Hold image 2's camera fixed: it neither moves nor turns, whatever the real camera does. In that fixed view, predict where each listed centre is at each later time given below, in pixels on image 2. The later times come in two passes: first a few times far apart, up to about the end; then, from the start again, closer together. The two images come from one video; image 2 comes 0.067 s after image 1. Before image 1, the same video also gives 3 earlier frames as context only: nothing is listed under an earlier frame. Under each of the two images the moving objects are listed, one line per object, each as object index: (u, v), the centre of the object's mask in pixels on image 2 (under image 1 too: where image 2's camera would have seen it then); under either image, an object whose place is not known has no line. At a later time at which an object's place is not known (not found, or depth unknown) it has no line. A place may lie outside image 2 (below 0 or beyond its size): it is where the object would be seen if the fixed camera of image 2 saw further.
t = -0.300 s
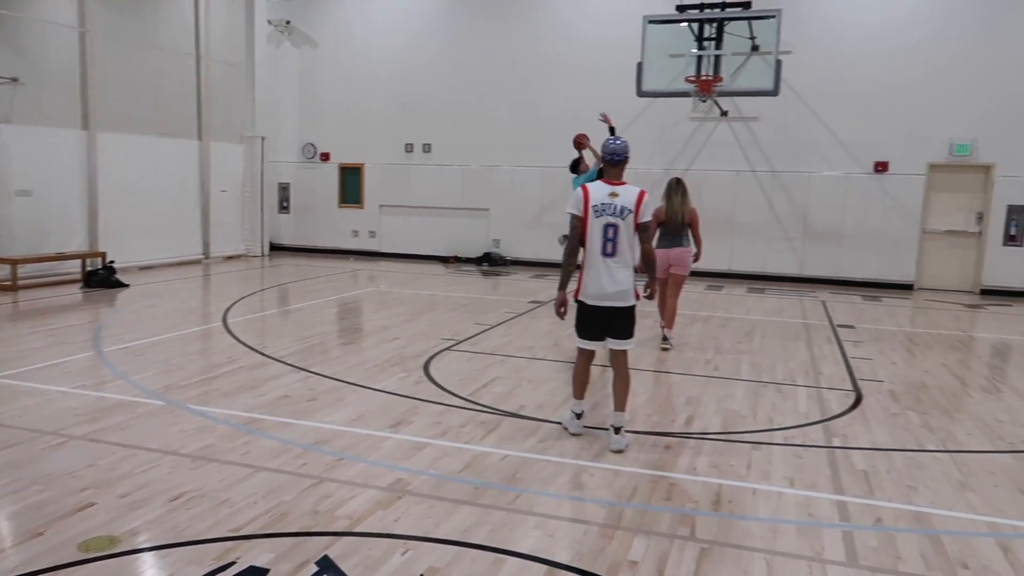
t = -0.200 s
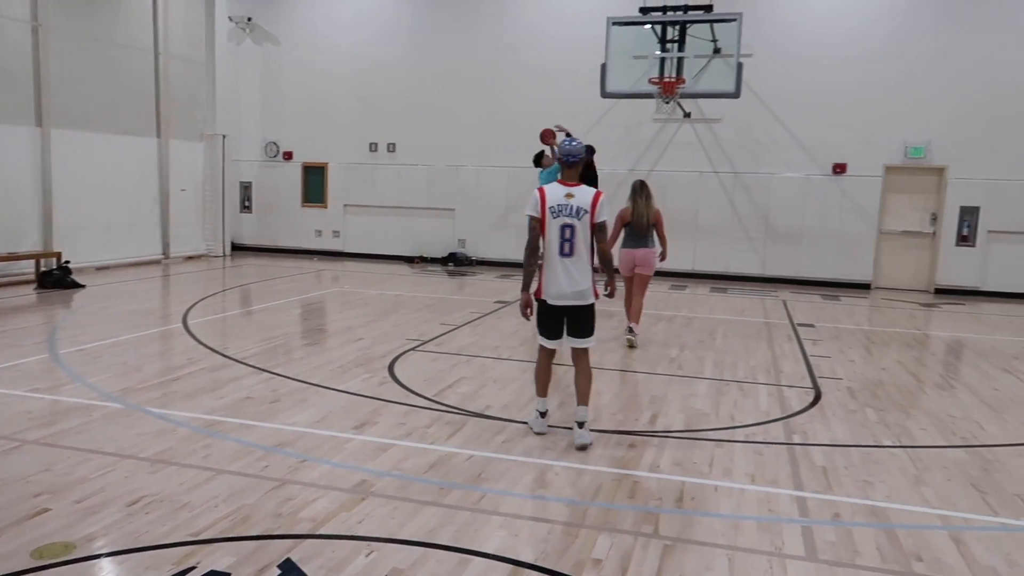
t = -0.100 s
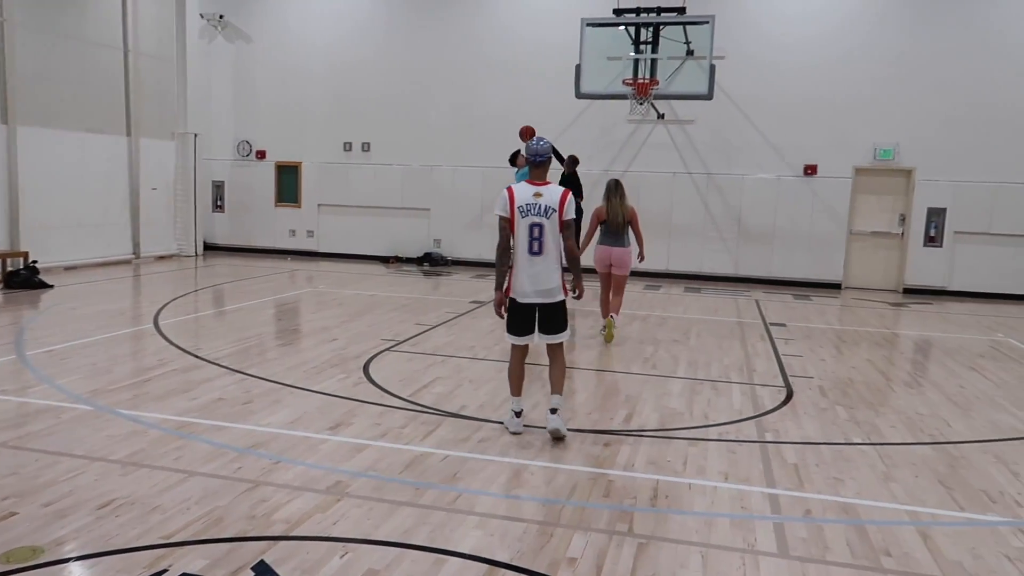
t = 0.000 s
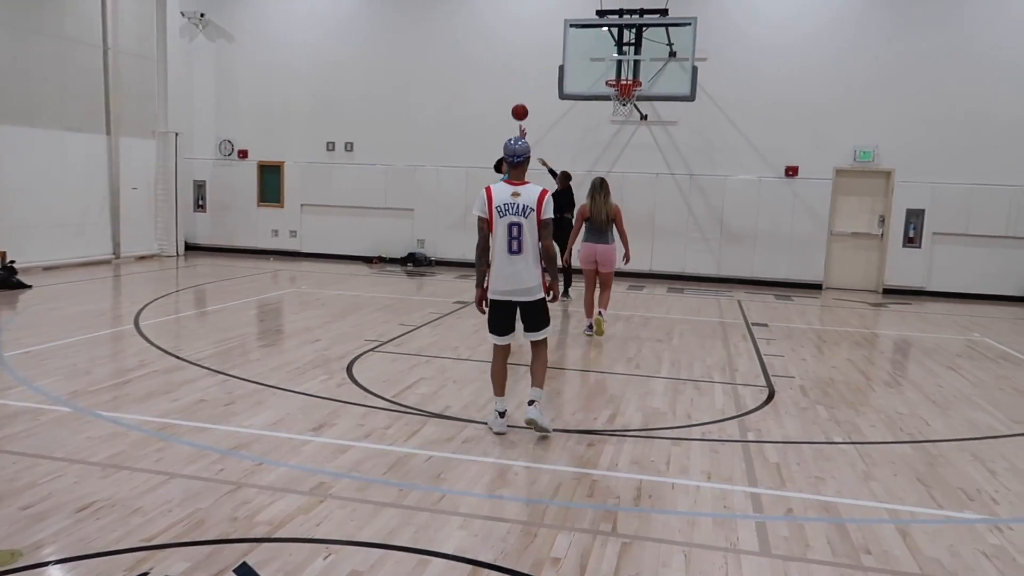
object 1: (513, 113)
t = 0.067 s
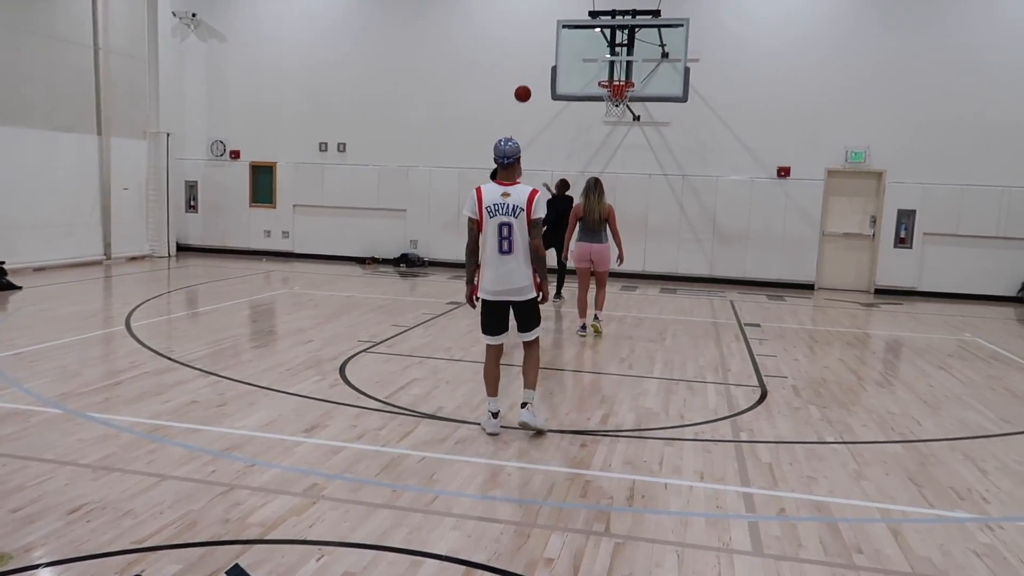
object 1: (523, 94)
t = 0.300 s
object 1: (557, 50)
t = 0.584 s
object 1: (599, 49)
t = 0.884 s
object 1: (613, 85)
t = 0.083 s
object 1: (525, 89)
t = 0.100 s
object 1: (528, 85)
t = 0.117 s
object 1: (530, 81)
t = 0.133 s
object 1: (533, 77)
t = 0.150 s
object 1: (535, 74)
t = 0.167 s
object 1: (538, 70)
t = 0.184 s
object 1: (540, 67)
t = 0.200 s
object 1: (542, 64)
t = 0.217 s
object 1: (545, 61)
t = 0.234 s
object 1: (547, 59)
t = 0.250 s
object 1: (550, 56)
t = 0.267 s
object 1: (552, 54)
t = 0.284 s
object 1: (555, 52)
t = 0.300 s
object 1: (557, 50)
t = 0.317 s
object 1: (560, 48)
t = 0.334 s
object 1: (562, 47)
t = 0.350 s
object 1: (565, 45)
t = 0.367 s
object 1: (567, 44)
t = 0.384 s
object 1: (570, 44)
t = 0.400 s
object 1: (572, 43)
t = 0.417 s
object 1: (575, 42)
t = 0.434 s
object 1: (577, 42)
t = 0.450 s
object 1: (579, 42)
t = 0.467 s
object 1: (582, 42)
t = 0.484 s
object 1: (584, 43)
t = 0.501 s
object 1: (587, 43)
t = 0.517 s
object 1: (589, 44)
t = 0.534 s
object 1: (592, 45)
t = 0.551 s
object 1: (594, 46)
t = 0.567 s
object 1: (596, 48)
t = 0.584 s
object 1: (599, 49)
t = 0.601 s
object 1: (601, 51)
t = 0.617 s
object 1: (604, 53)
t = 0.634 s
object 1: (606, 55)
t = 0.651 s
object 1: (608, 57)
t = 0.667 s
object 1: (610, 61)
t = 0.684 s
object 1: (613, 63)
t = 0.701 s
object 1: (615, 66)
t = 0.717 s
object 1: (618, 69)
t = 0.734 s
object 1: (620, 72)
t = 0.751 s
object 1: (622, 75)
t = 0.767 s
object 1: (623, 77)
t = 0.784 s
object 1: (621, 78)
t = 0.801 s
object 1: (620, 79)
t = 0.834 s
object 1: (614, 81)
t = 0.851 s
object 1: (614, 83)
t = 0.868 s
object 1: (613, 86)
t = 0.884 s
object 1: (613, 85)
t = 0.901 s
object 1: (612, 85)
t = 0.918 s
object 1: (610, 88)
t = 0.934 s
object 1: (609, 90)
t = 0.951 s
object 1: (608, 91)
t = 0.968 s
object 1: (609, 97)
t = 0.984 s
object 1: (609, 100)
